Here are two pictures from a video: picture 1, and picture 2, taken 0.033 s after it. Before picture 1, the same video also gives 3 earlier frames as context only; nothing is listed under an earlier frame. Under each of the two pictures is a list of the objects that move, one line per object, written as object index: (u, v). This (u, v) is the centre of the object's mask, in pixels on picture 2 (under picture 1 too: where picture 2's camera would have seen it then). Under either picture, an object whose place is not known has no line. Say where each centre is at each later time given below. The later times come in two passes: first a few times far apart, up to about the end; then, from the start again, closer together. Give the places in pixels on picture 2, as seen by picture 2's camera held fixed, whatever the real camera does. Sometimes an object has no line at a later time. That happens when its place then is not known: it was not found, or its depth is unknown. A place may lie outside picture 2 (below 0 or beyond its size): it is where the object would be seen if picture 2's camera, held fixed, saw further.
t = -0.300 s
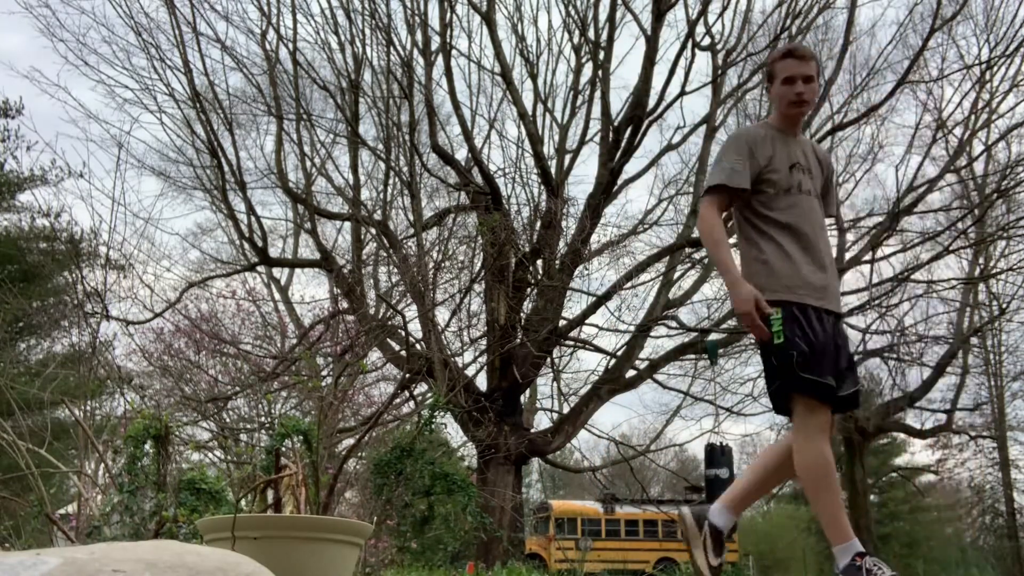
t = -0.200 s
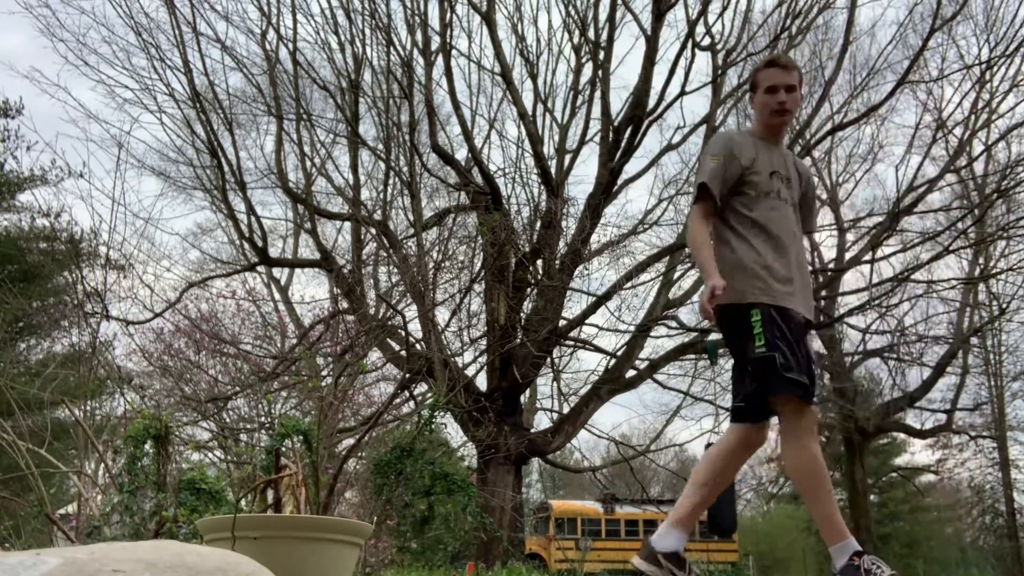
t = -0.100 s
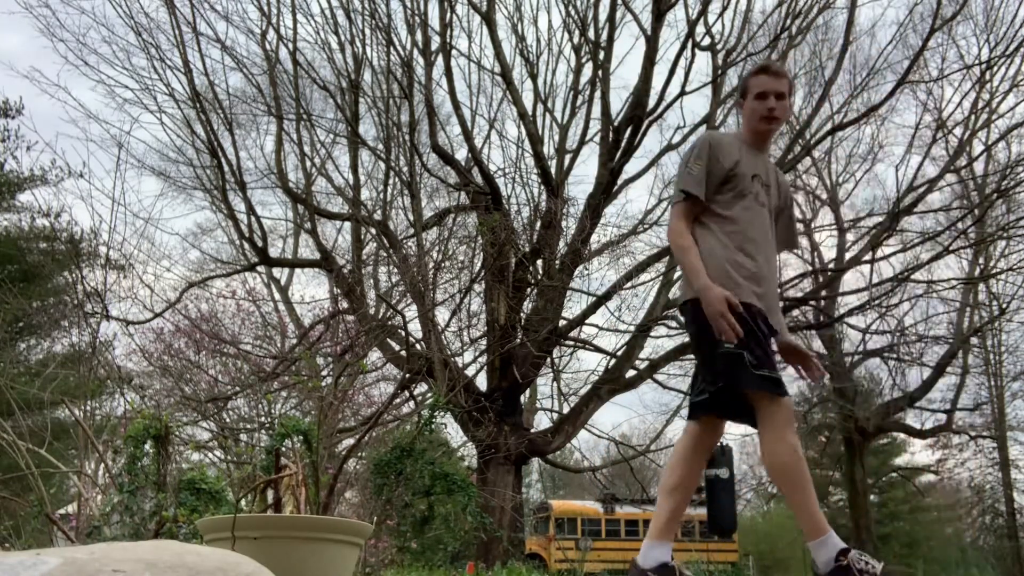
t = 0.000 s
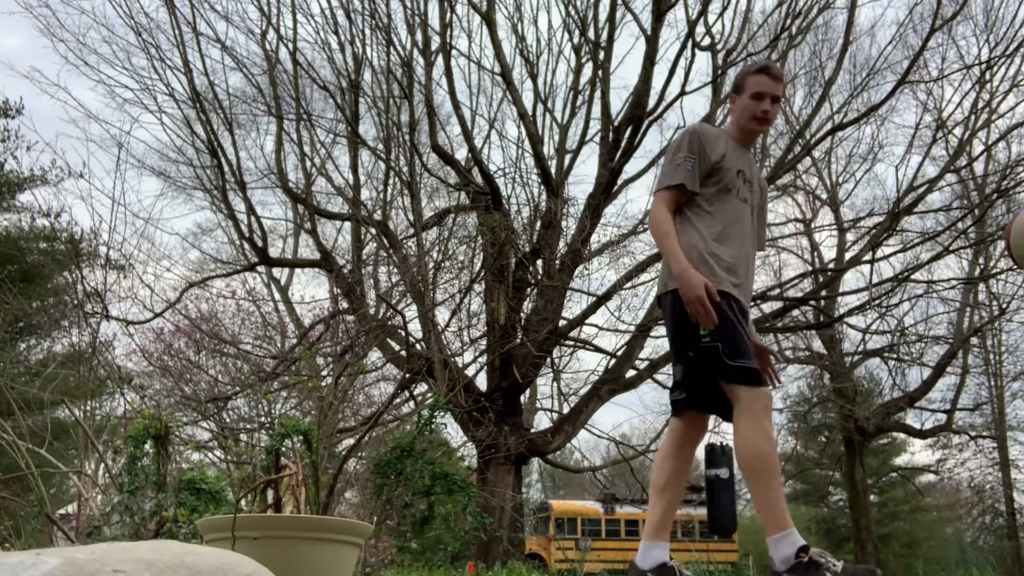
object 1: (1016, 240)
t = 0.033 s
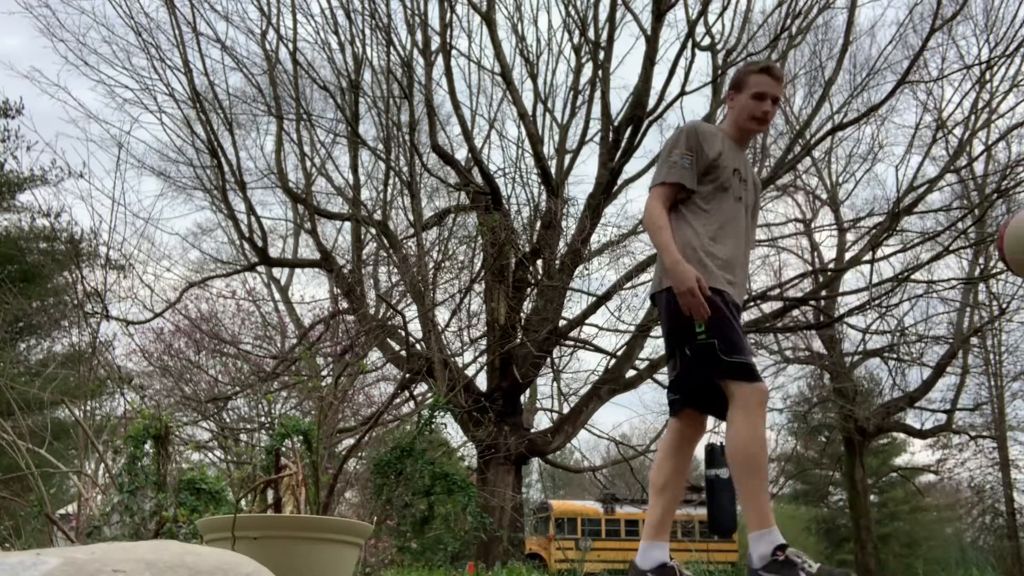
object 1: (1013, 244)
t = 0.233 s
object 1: (993, 341)
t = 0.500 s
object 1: (952, 484)
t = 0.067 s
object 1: (1009, 251)
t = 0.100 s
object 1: (1005, 263)
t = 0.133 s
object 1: (1002, 277)
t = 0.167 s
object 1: (1000, 294)
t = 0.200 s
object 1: (997, 316)
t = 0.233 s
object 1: (993, 341)
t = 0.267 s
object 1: (991, 370)
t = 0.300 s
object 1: (989, 403)
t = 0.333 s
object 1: (986, 439)
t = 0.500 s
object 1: (952, 484)
